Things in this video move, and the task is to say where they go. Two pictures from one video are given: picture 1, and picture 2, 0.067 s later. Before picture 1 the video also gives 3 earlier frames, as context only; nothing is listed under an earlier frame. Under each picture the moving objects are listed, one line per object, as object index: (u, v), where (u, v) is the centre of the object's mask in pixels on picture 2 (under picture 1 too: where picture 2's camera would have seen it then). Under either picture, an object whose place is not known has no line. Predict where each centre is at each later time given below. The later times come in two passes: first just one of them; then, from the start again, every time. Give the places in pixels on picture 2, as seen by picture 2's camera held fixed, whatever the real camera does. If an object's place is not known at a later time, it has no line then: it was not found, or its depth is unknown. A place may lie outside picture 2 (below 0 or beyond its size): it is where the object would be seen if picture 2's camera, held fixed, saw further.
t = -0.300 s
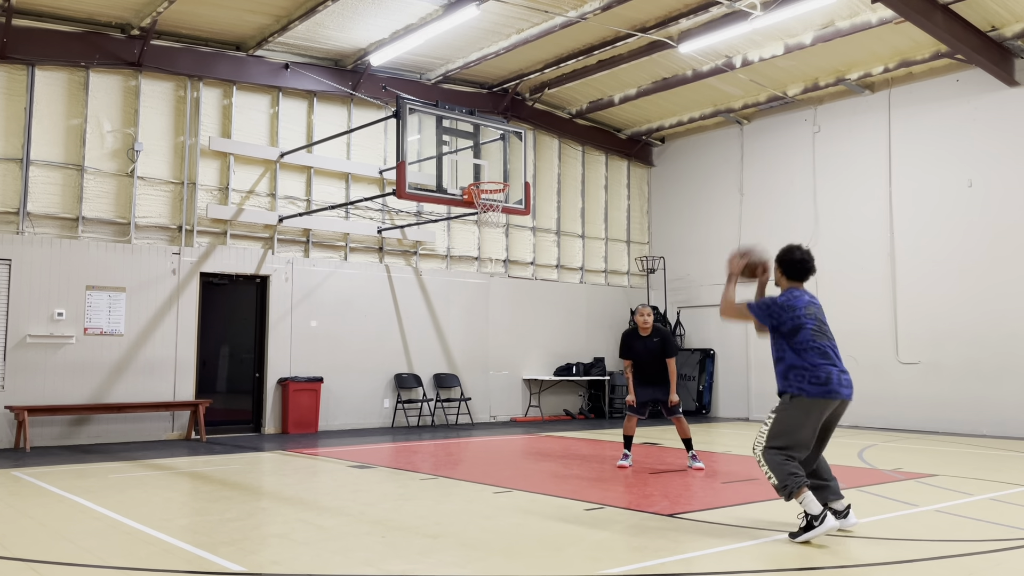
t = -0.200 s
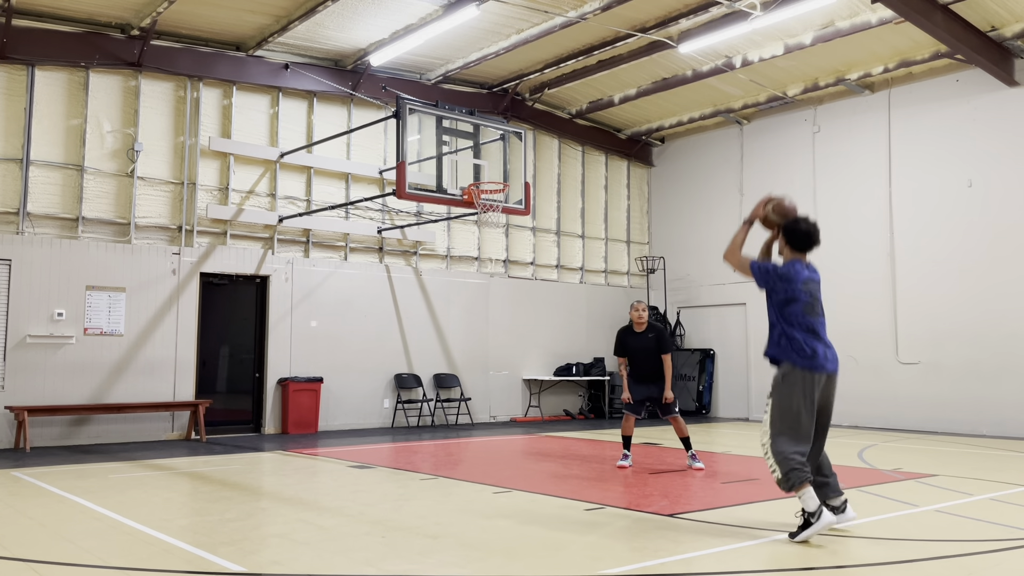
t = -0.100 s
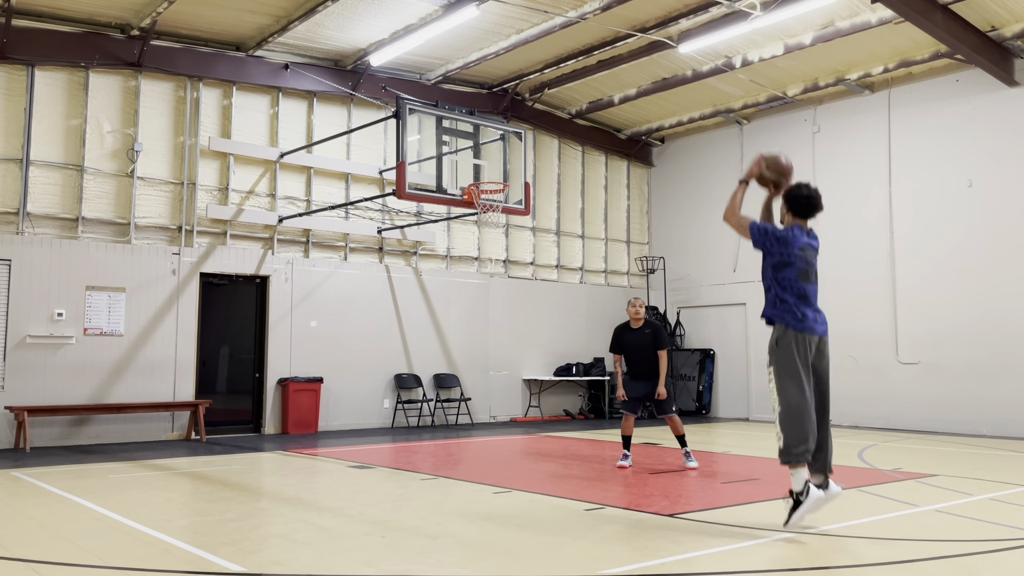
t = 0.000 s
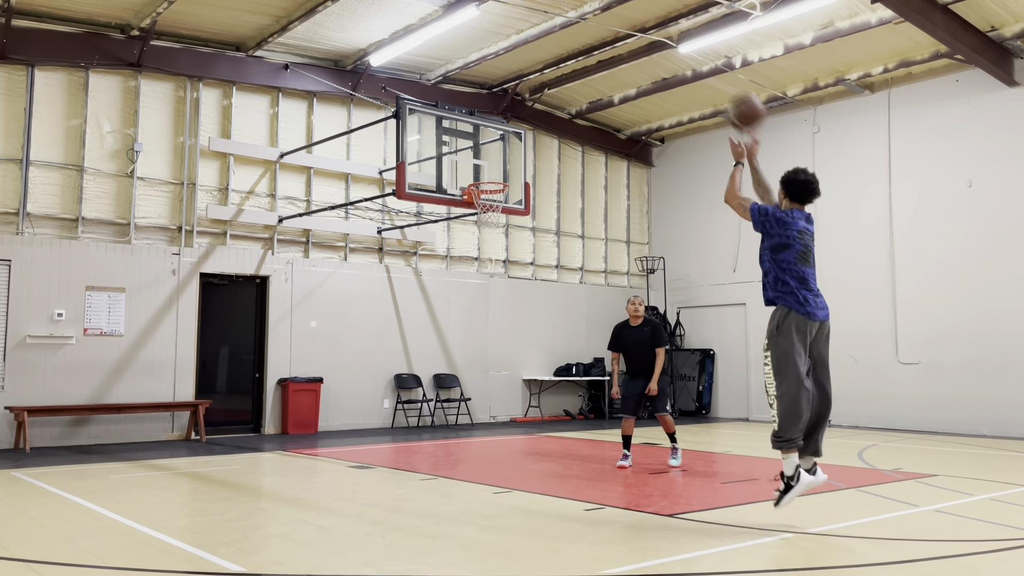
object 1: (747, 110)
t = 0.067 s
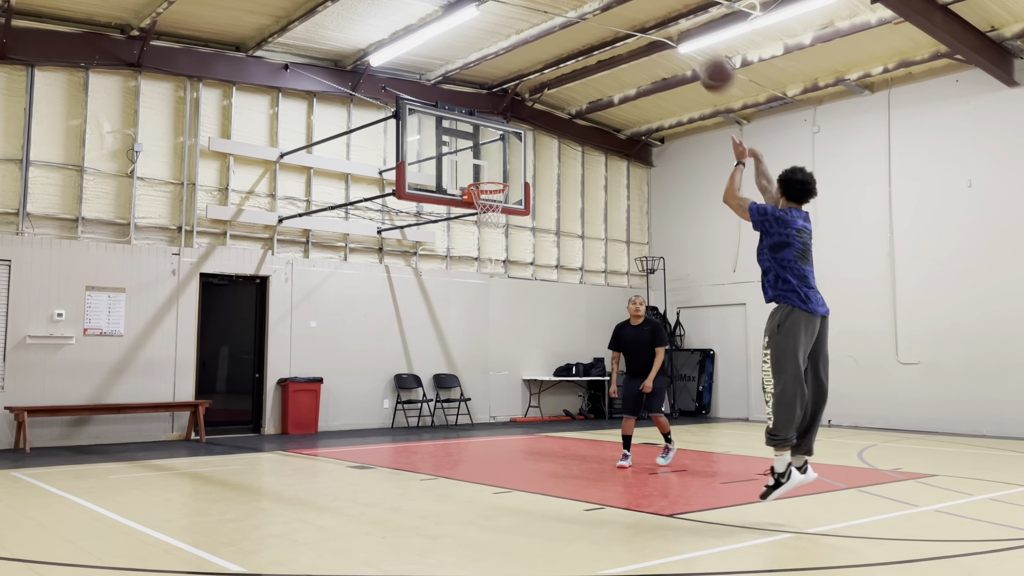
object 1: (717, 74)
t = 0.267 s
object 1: (648, 13)
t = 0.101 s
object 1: (704, 60)
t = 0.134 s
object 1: (690, 46)
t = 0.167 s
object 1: (680, 34)
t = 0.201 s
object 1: (669, 26)
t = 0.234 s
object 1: (658, 18)
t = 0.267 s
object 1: (648, 13)
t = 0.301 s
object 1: (637, 10)
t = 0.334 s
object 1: (628, 9)
